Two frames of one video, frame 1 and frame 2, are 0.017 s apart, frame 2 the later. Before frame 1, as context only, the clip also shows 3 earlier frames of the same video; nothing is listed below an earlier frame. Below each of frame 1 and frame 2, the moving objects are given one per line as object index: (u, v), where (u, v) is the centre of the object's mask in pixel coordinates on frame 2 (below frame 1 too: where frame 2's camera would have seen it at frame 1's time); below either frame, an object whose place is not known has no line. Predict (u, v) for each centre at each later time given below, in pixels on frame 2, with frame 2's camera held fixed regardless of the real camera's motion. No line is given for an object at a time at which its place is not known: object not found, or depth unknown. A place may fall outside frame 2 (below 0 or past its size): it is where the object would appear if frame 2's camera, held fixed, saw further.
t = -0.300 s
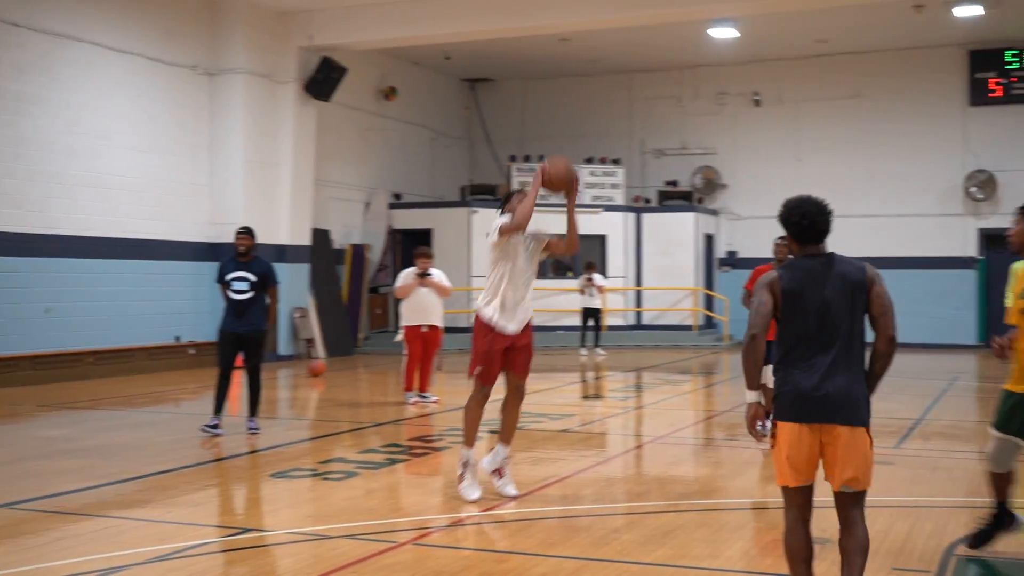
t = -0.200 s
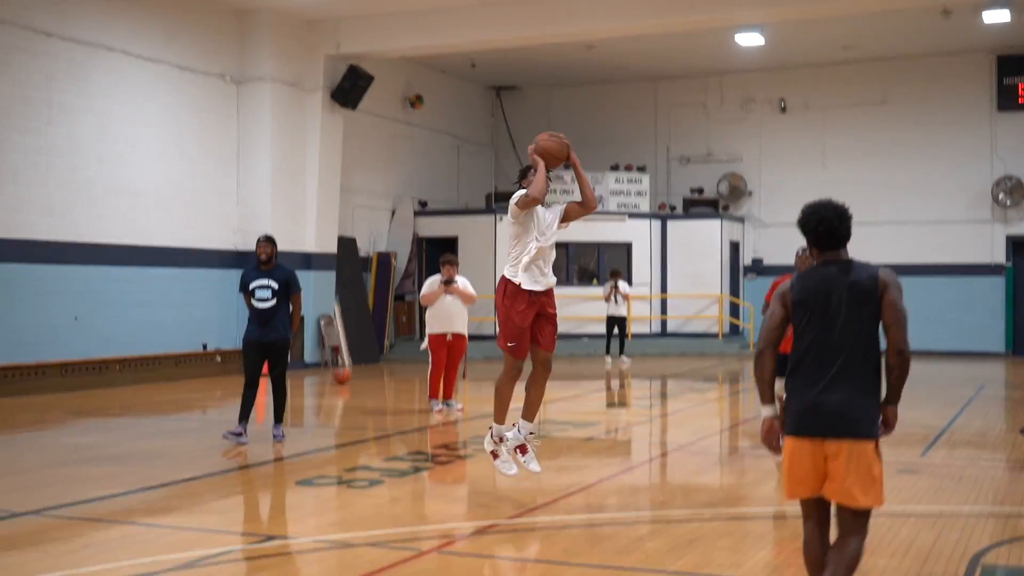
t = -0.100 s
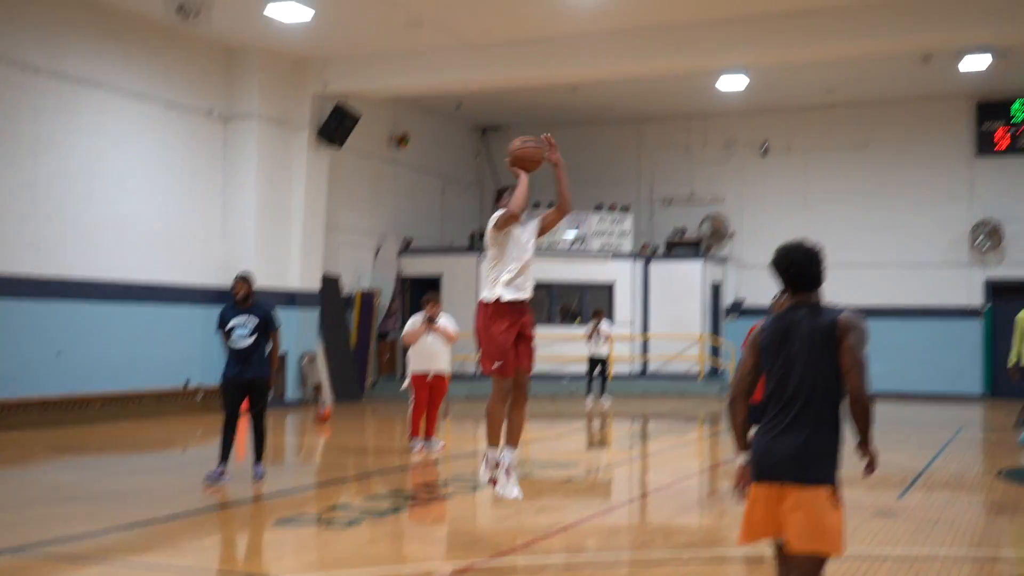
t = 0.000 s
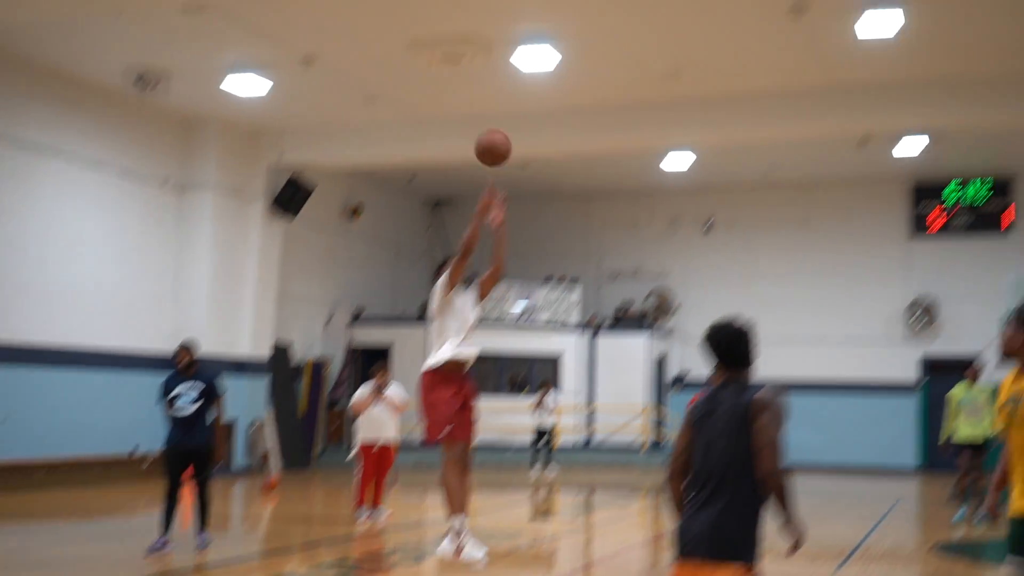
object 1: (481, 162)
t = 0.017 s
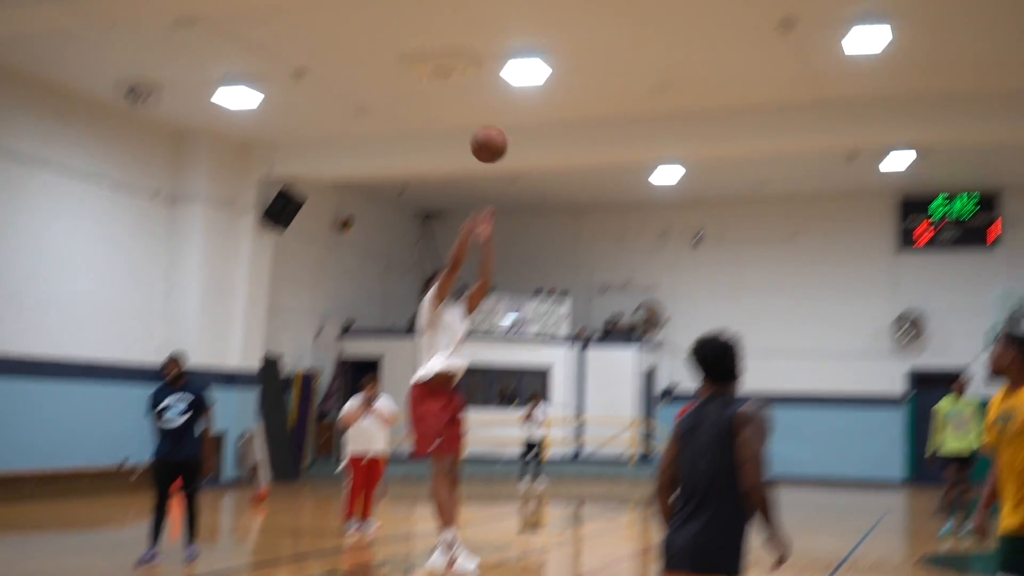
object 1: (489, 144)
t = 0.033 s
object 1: (495, 127)
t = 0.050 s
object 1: (501, 110)
